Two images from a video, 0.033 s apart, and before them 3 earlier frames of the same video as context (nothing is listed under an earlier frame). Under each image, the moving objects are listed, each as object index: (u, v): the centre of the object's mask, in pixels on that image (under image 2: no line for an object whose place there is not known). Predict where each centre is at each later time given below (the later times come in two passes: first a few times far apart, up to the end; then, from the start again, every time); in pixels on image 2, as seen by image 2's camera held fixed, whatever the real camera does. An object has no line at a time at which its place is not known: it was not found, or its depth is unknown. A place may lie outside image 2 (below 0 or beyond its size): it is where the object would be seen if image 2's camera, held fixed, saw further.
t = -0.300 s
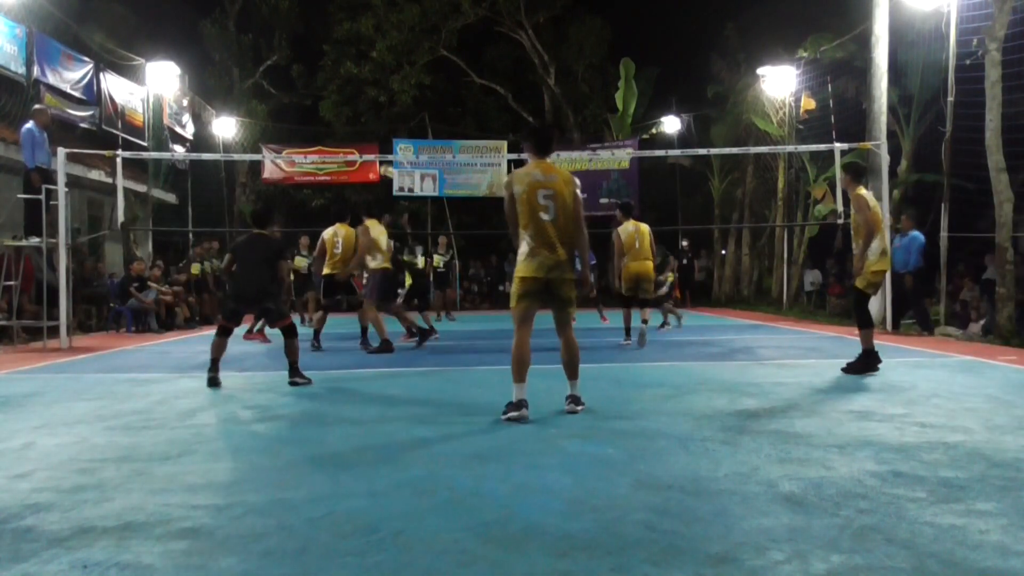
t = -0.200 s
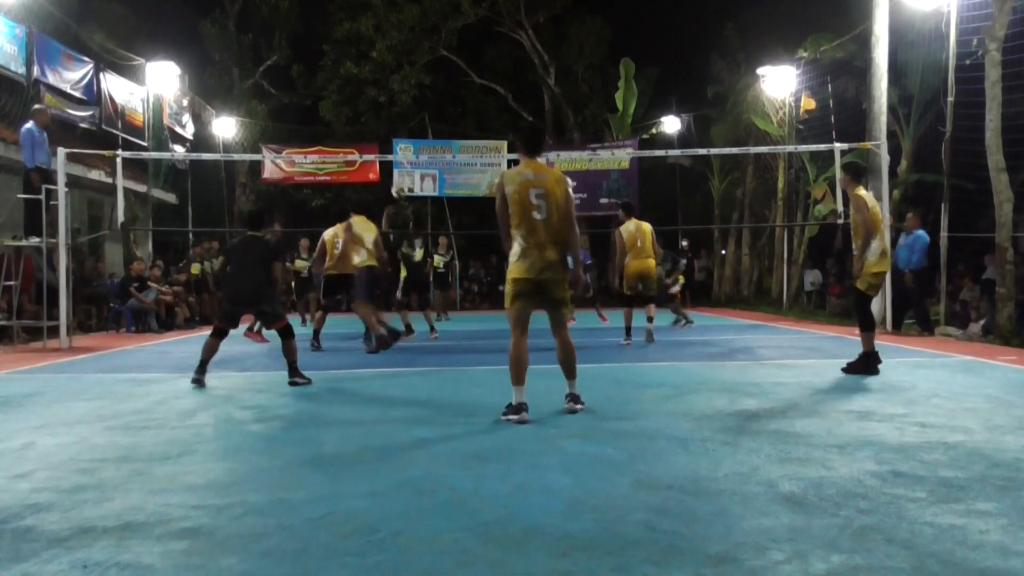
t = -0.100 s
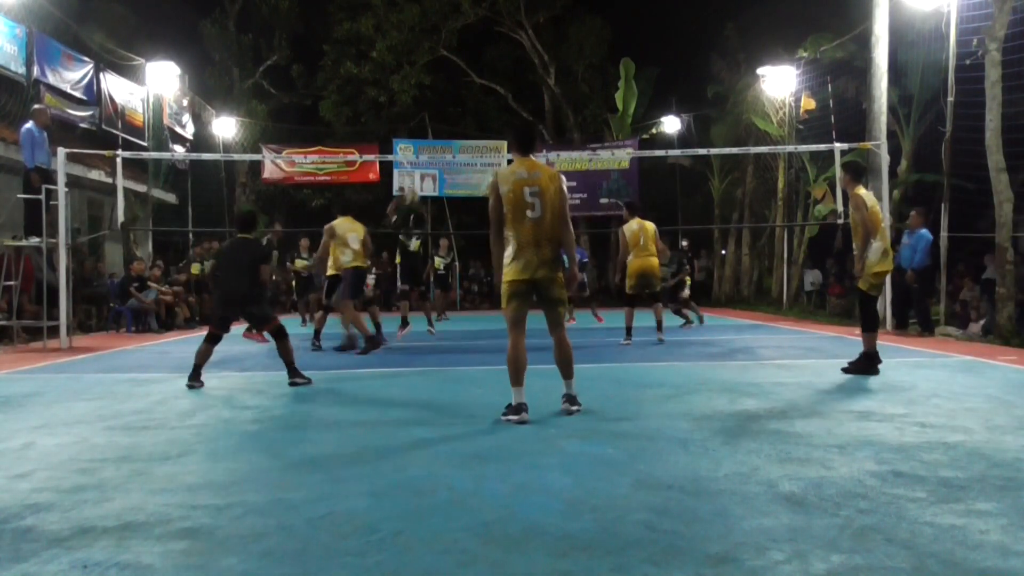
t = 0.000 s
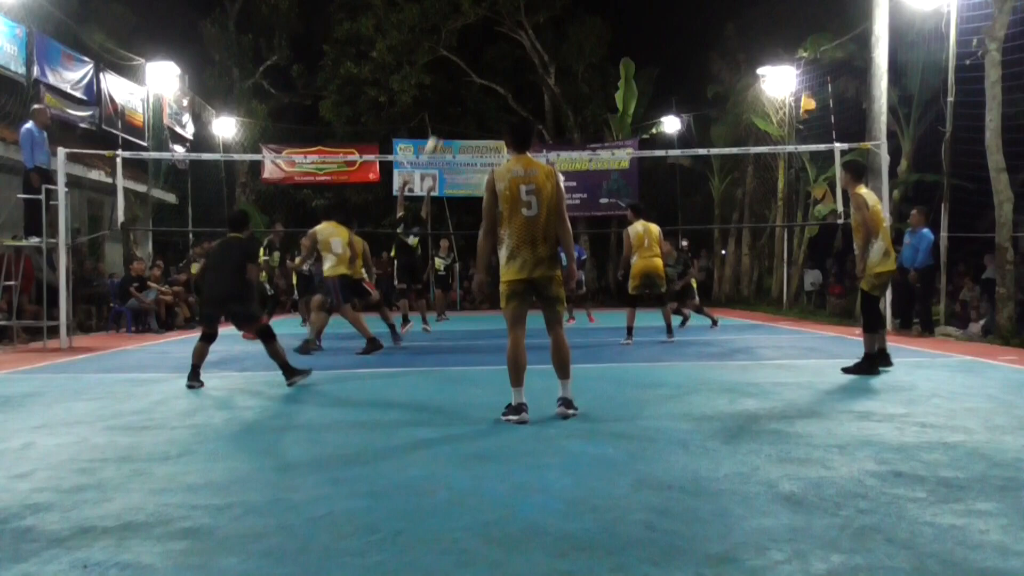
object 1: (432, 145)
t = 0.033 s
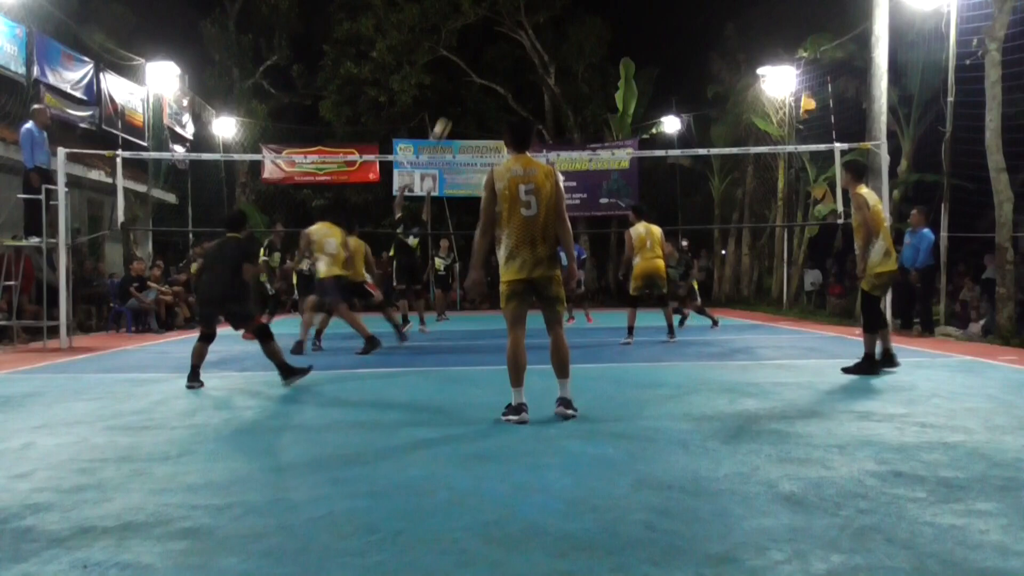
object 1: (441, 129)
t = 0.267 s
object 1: (493, 45)
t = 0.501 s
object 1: (545, 6)
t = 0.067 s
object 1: (449, 114)
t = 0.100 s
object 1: (456, 102)
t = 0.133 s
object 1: (463, 89)
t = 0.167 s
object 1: (471, 76)
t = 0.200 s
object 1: (478, 66)
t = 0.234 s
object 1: (485, 55)
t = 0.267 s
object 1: (493, 45)
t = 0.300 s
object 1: (500, 38)
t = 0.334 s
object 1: (508, 29)
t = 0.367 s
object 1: (516, 23)
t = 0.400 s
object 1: (523, 17)
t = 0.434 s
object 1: (531, 12)
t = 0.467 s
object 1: (538, 8)
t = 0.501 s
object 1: (545, 6)
